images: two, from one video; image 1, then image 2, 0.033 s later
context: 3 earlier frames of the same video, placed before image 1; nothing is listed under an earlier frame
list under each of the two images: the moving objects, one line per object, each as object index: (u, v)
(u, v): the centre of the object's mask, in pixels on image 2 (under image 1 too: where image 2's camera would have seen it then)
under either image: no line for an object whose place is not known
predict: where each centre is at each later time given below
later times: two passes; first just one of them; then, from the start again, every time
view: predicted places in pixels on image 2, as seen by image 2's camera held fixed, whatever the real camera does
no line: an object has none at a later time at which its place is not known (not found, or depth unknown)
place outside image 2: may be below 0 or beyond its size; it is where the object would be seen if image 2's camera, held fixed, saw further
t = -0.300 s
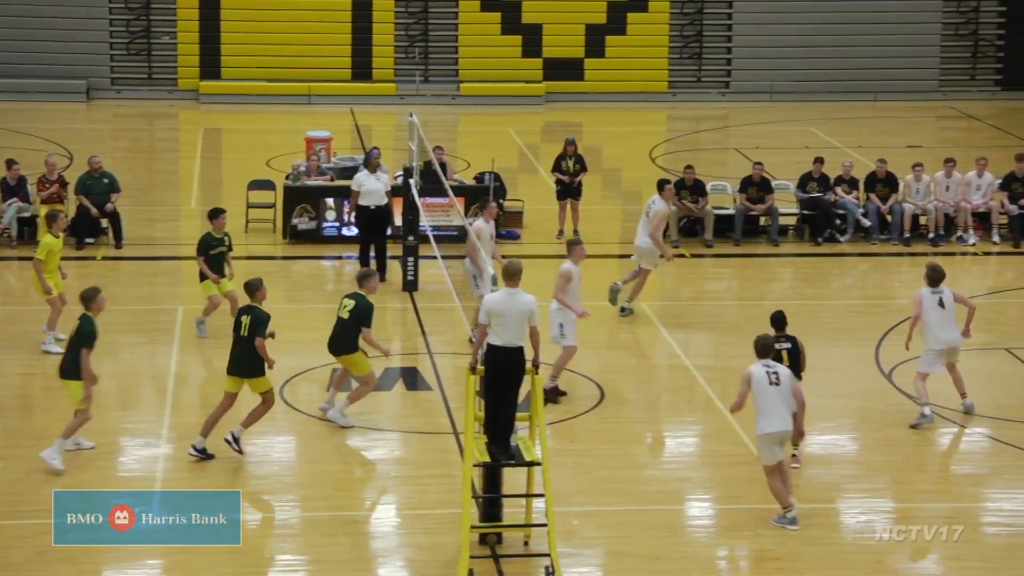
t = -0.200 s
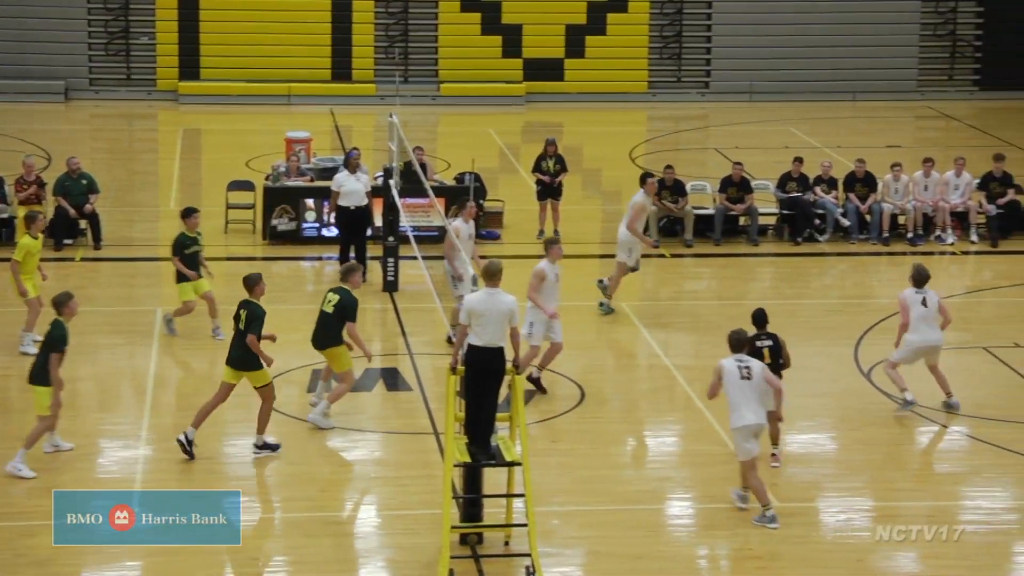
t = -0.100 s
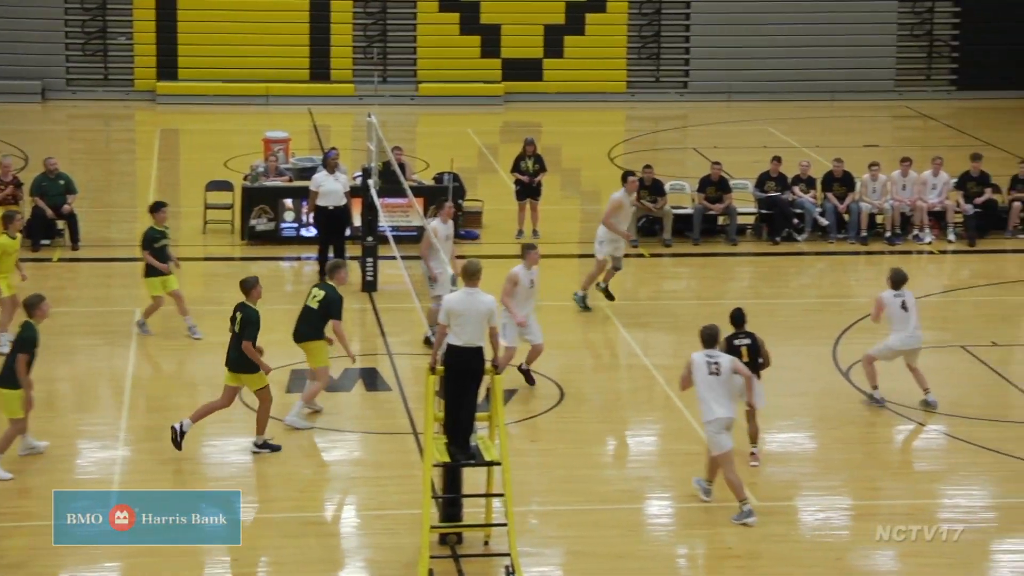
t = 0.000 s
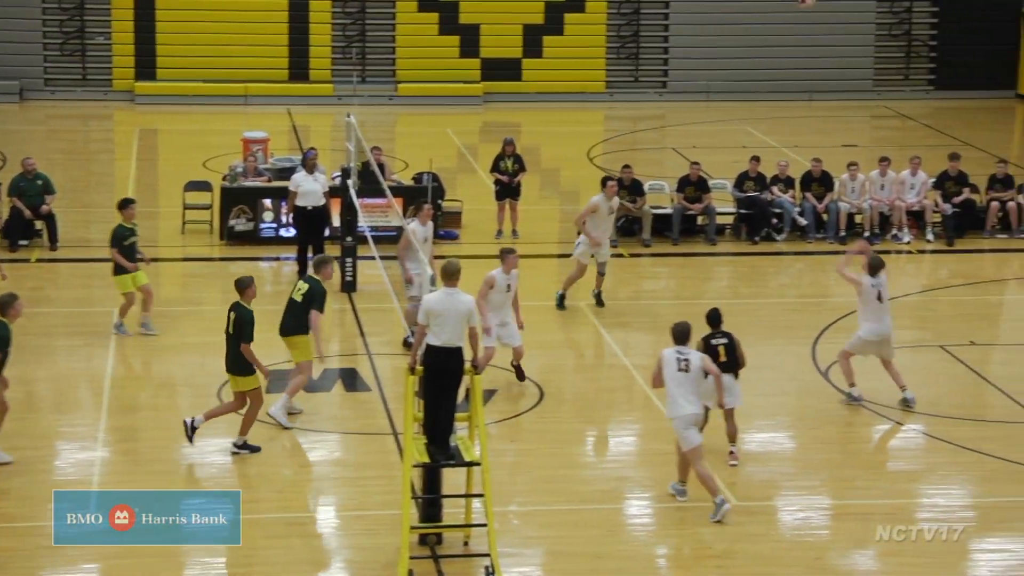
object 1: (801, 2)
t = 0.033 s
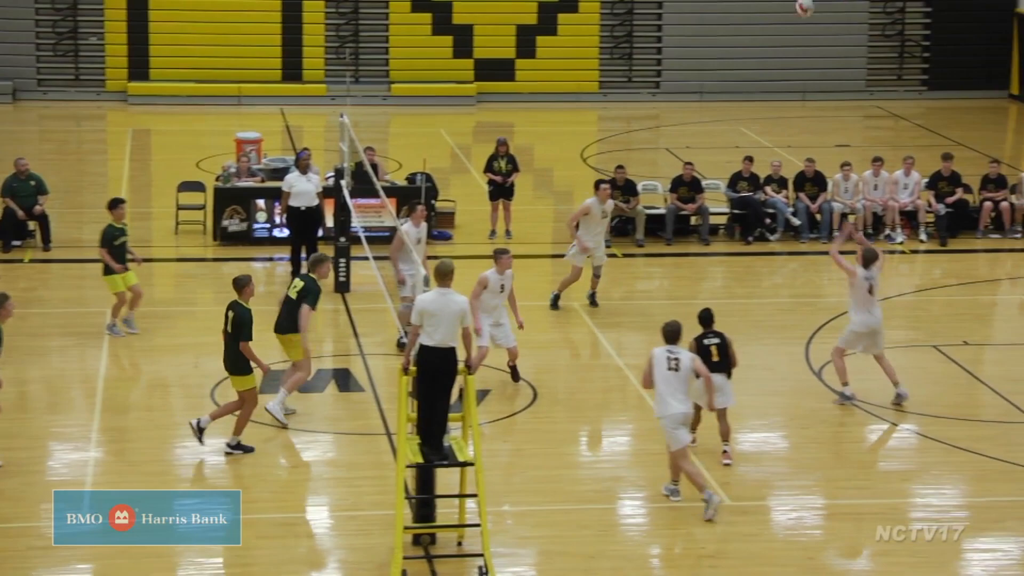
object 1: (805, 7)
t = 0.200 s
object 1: (821, 68)
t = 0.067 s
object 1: (808, 16)
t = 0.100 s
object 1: (811, 28)
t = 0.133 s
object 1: (815, 40)
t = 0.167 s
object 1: (819, 54)
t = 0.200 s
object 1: (821, 68)
